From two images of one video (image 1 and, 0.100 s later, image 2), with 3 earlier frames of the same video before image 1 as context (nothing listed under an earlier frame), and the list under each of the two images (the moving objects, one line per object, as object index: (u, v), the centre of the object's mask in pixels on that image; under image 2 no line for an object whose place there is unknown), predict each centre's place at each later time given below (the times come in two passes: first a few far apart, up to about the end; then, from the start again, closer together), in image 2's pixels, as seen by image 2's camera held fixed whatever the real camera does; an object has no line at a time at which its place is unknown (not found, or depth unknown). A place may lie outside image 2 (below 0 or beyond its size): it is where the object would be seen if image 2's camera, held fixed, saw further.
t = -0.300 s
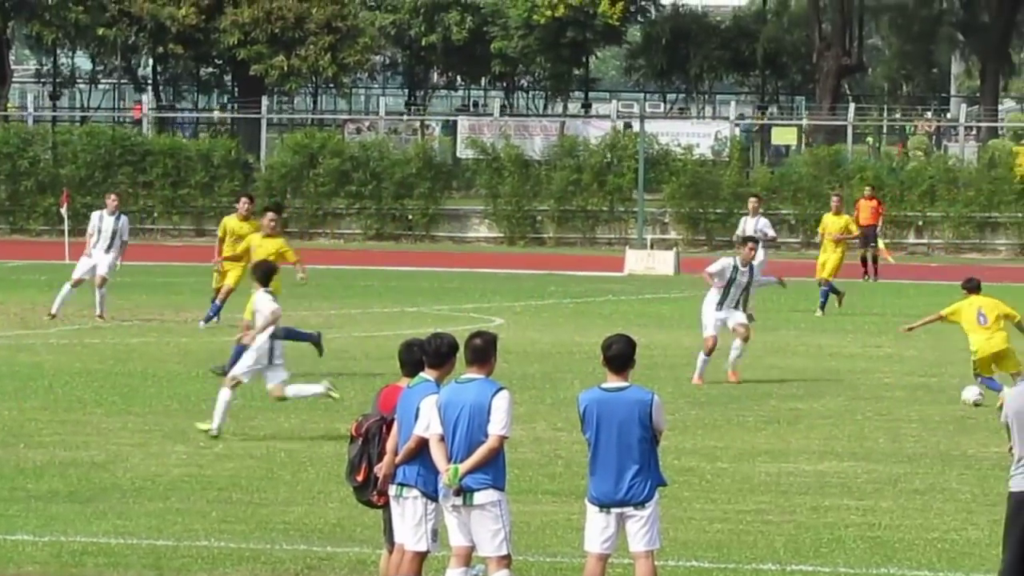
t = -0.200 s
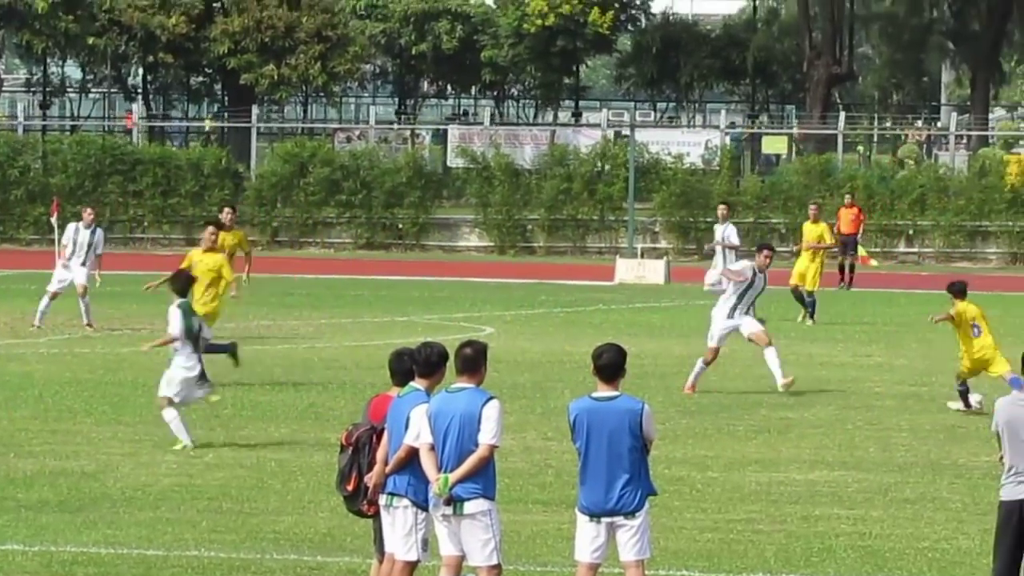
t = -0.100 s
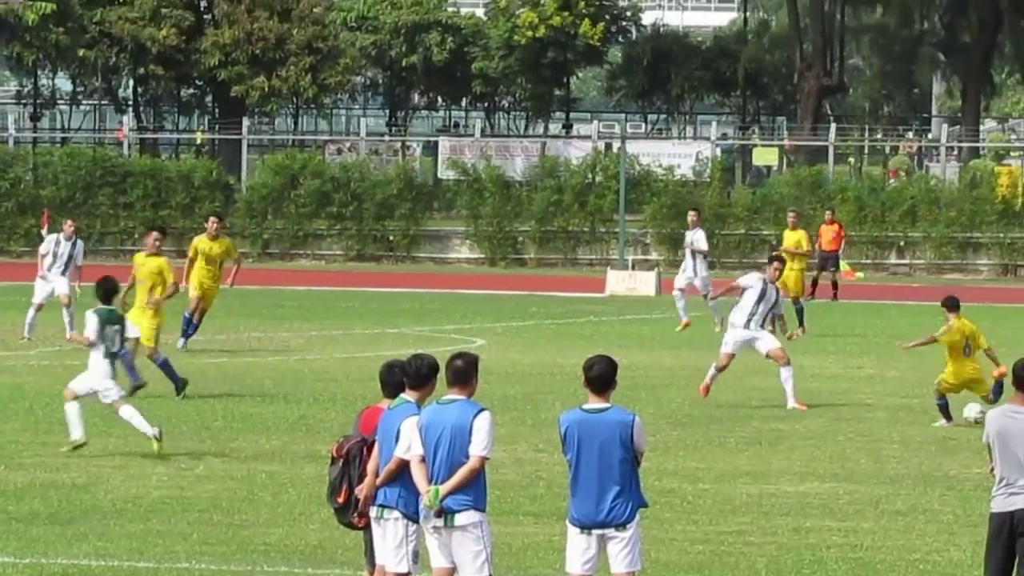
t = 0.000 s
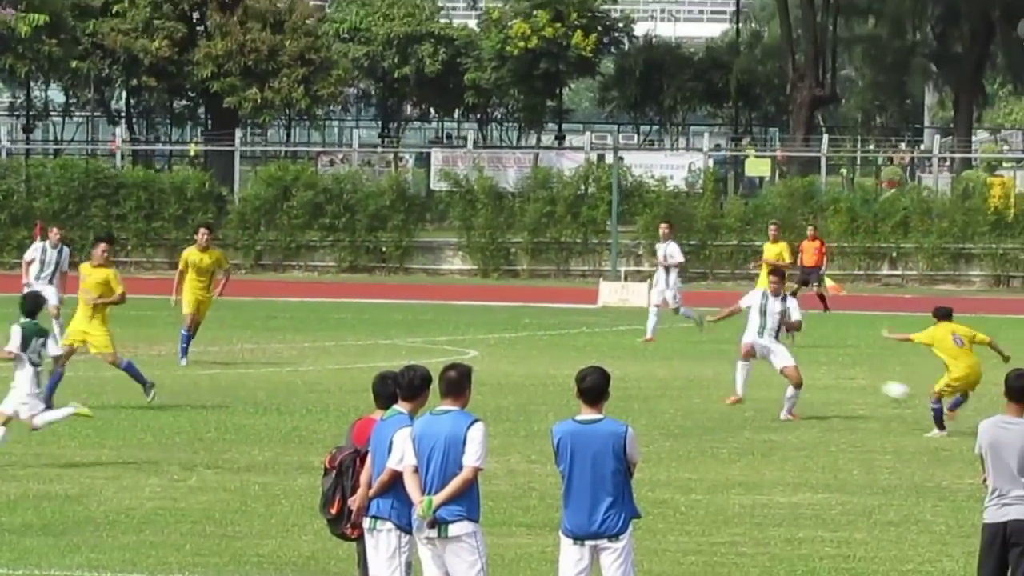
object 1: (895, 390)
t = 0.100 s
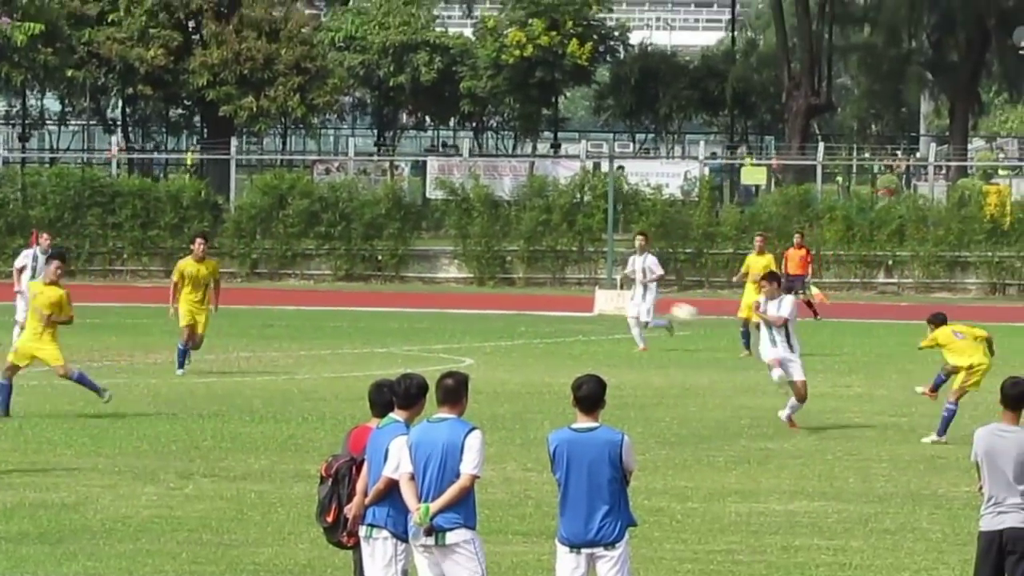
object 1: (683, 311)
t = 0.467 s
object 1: (59, 107)
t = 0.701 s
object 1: (-278, 33)
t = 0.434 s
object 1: (109, 119)
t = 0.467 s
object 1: (59, 107)
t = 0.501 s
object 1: (3, 92)
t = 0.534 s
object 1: (-42, 81)
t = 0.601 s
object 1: (-138, 60)
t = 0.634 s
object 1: (-187, 49)
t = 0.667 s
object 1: (-230, 40)
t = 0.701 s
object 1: (-278, 33)
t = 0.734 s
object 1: (-325, 25)
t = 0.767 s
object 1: (-372, 19)
